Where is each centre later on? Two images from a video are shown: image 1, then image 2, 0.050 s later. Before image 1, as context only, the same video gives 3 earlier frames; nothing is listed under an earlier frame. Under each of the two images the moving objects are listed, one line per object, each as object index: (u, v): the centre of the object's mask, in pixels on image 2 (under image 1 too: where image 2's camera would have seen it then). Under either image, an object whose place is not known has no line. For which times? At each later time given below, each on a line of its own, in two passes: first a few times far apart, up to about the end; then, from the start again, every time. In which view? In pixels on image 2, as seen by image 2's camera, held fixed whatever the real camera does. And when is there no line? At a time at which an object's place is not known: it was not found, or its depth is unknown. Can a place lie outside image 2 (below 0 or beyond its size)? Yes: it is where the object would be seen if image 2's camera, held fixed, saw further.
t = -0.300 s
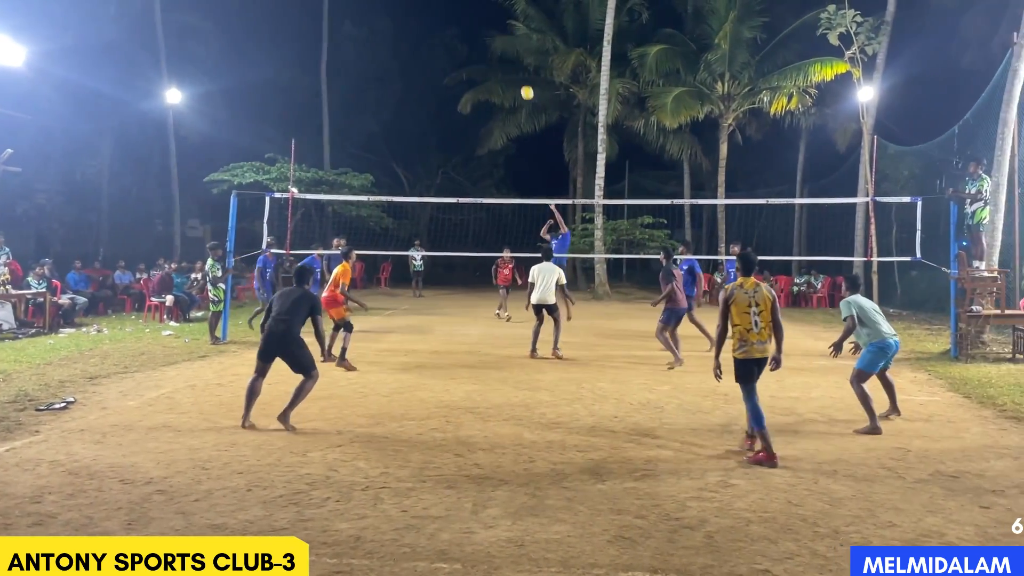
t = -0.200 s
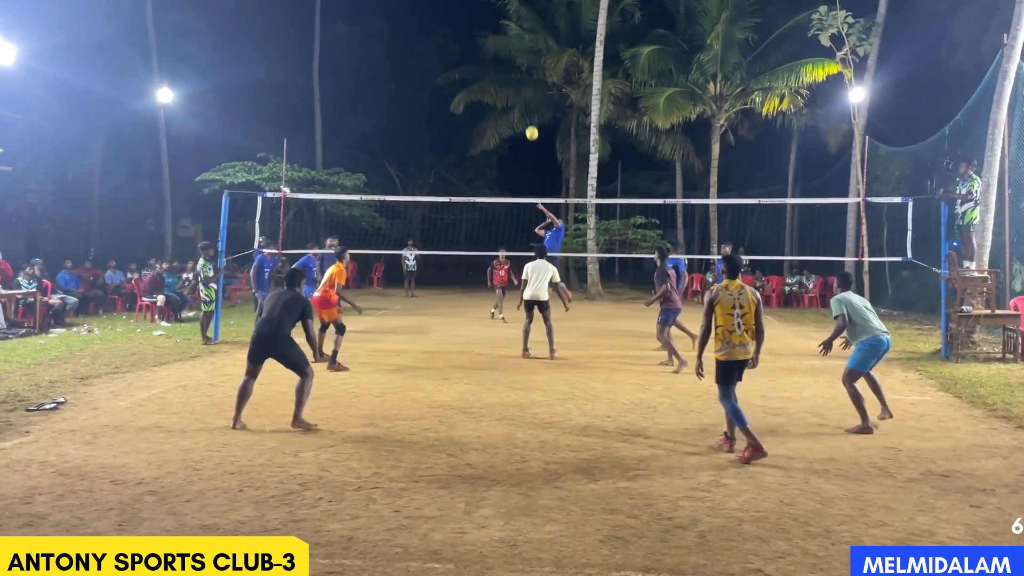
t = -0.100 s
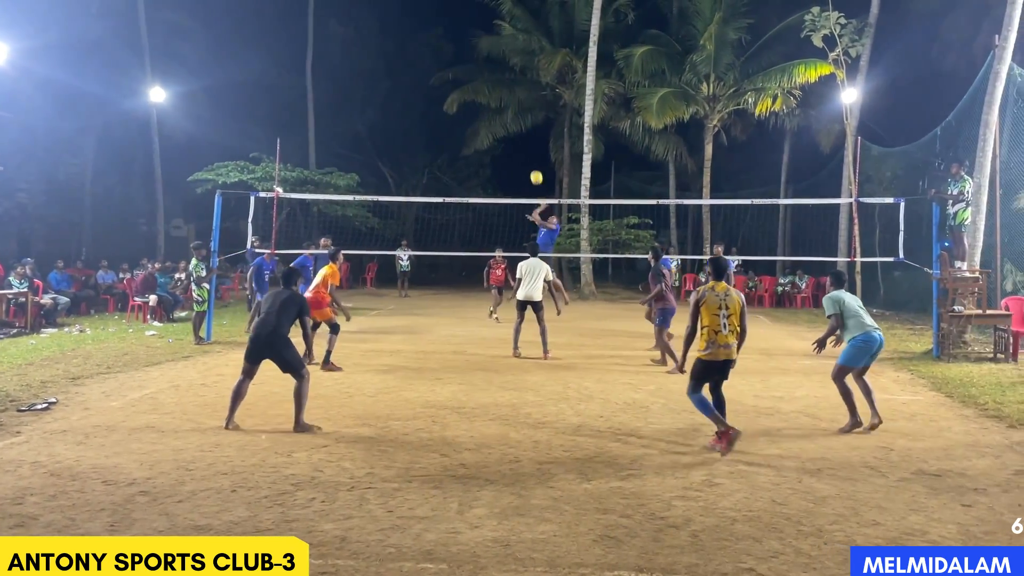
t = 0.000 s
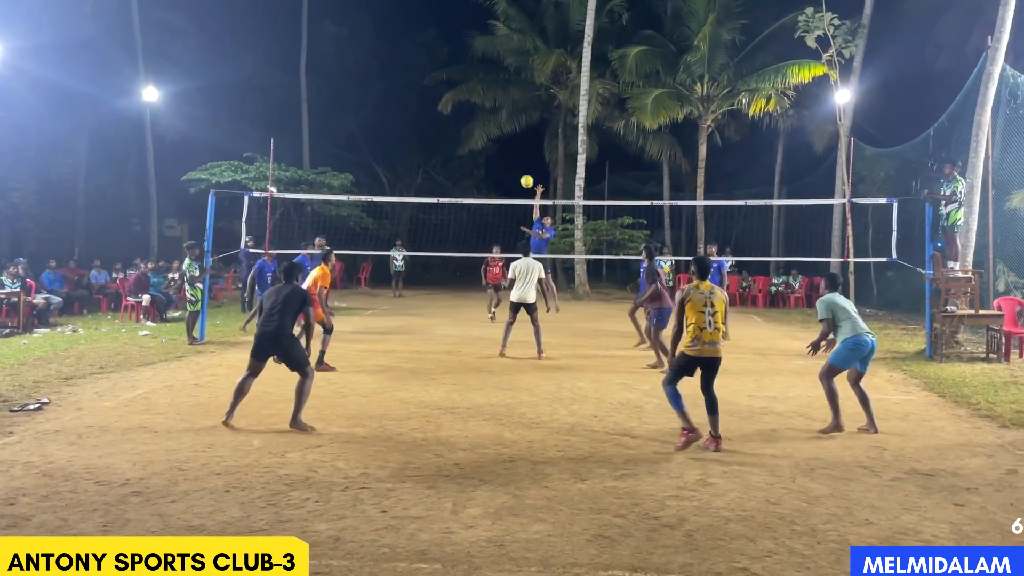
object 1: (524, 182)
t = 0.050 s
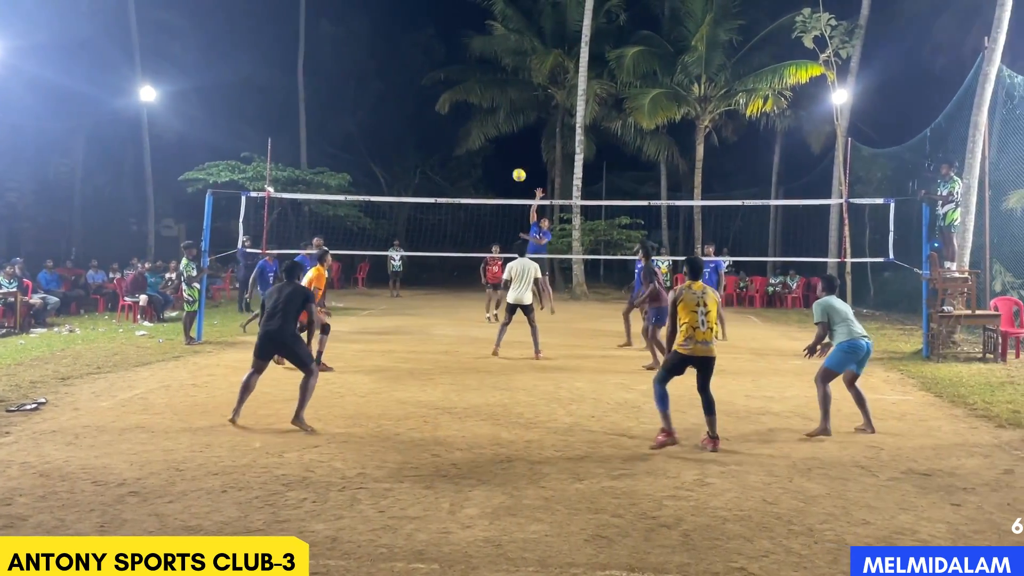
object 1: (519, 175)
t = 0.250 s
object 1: (494, 163)
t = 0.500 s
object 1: (456, 192)
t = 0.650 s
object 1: (428, 240)
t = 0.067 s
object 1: (517, 173)
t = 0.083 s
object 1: (515, 171)
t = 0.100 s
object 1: (513, 170)
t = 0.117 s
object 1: (511, 168)
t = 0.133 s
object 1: (509, 167)
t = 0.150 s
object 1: (507, 166)
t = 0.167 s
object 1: (505, 165)
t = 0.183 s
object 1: (503, 165)
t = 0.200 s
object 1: (501, 164)
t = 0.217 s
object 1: (499, 164)
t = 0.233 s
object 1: (496, 164)
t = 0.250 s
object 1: (494, 163)
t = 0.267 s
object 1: (492, 164)
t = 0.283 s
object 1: (490, 164)
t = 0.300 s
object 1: (487, 165)
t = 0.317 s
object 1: (485, 166)
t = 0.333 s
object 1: (482, 167)
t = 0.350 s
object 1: (480, 168)
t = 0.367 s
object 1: (477, 170)
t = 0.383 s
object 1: (475, 172)
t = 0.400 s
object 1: (472, 174)
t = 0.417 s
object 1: (470, 176)
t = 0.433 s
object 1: (467, 179)
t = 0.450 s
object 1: (464, 182)
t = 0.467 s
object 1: (462, 185)
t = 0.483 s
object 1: (459, 188)
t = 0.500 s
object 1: (456, 192)
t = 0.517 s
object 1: (453, 196)
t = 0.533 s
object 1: (450, 201)
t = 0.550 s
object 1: (447, 205)
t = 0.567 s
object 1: (444, 210)
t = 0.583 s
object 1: (441, 215)
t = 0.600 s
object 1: (438, 221)
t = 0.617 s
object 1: (435, 227)
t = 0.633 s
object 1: (431, 233)
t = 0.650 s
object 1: (428, 240)
